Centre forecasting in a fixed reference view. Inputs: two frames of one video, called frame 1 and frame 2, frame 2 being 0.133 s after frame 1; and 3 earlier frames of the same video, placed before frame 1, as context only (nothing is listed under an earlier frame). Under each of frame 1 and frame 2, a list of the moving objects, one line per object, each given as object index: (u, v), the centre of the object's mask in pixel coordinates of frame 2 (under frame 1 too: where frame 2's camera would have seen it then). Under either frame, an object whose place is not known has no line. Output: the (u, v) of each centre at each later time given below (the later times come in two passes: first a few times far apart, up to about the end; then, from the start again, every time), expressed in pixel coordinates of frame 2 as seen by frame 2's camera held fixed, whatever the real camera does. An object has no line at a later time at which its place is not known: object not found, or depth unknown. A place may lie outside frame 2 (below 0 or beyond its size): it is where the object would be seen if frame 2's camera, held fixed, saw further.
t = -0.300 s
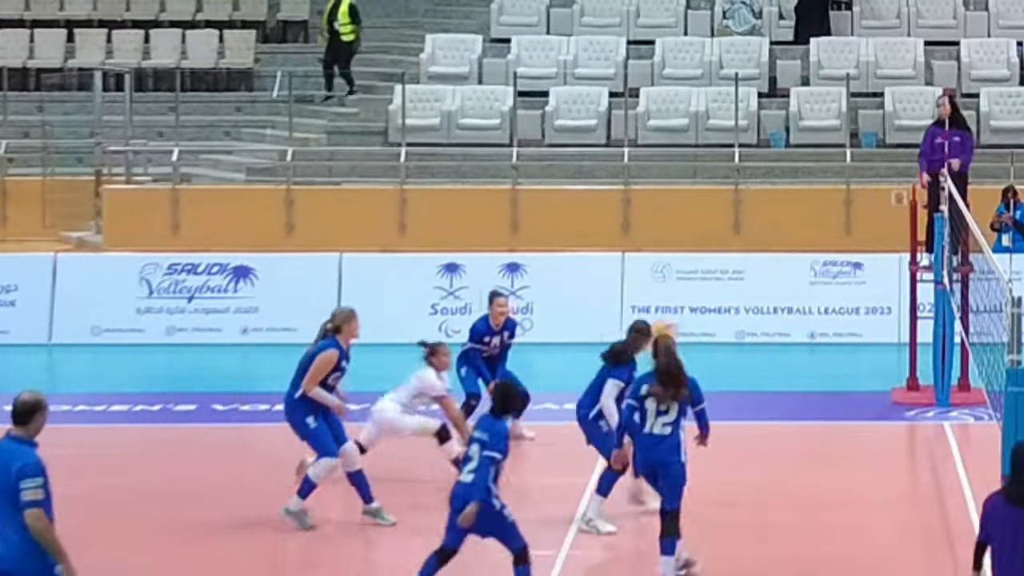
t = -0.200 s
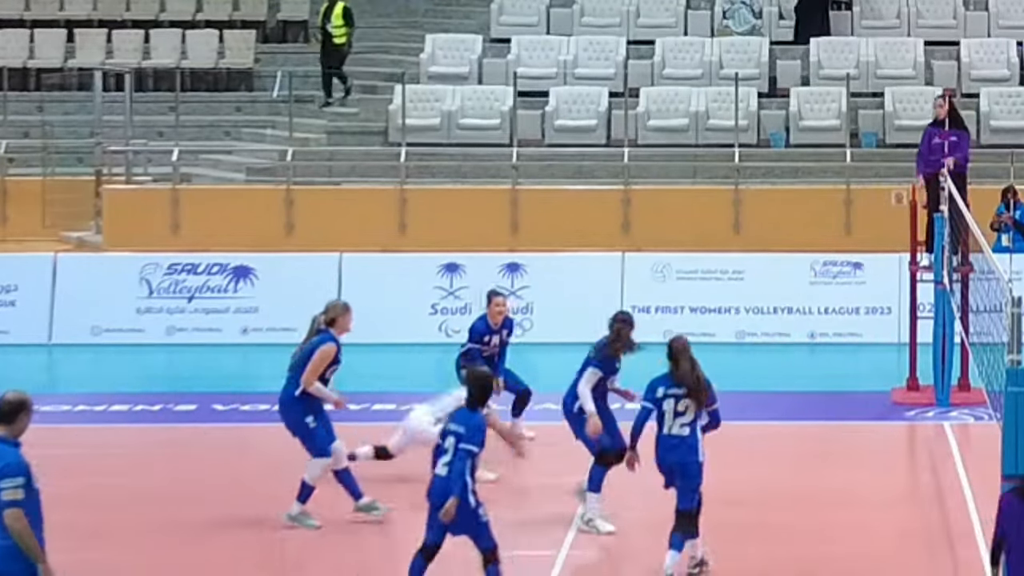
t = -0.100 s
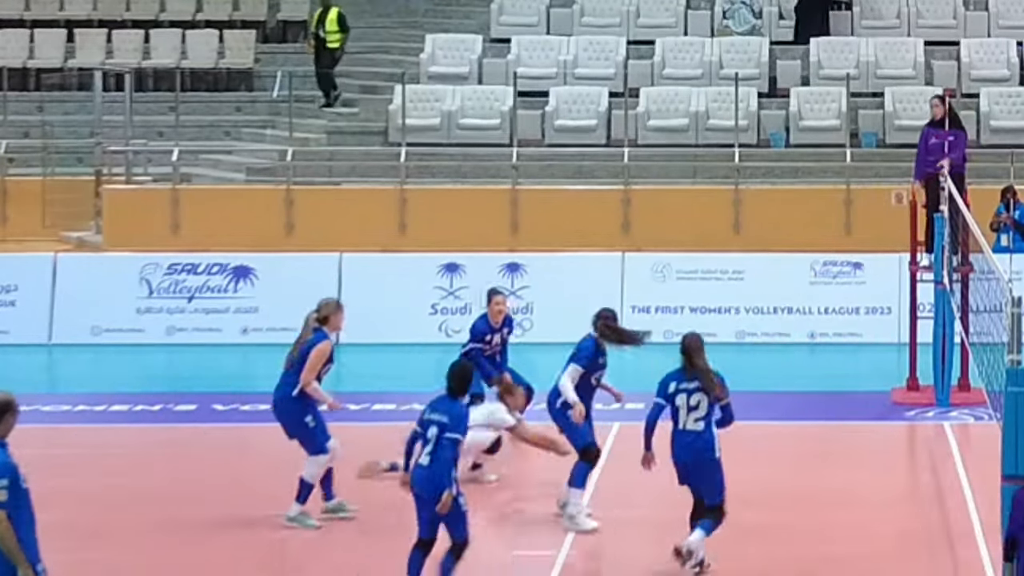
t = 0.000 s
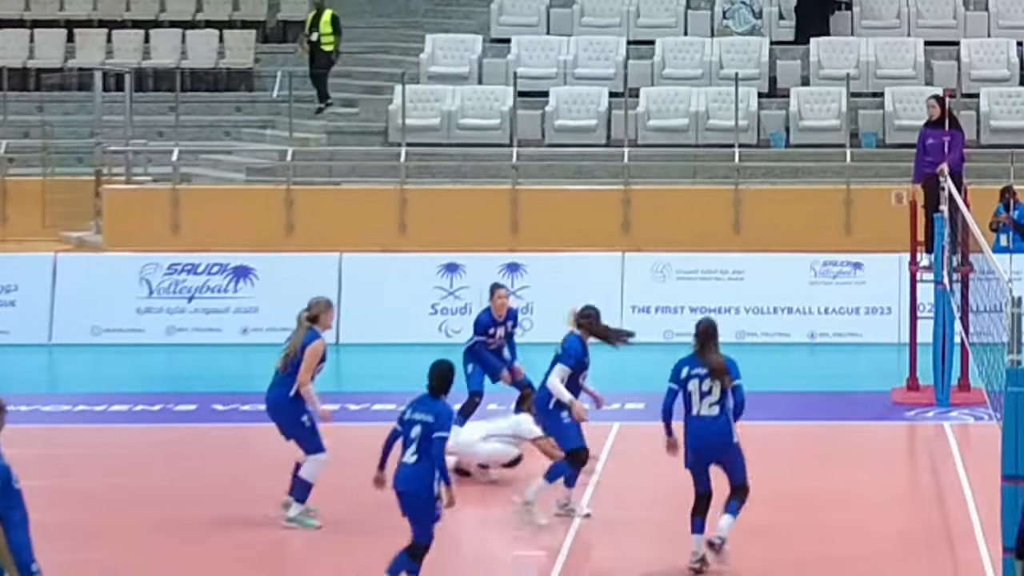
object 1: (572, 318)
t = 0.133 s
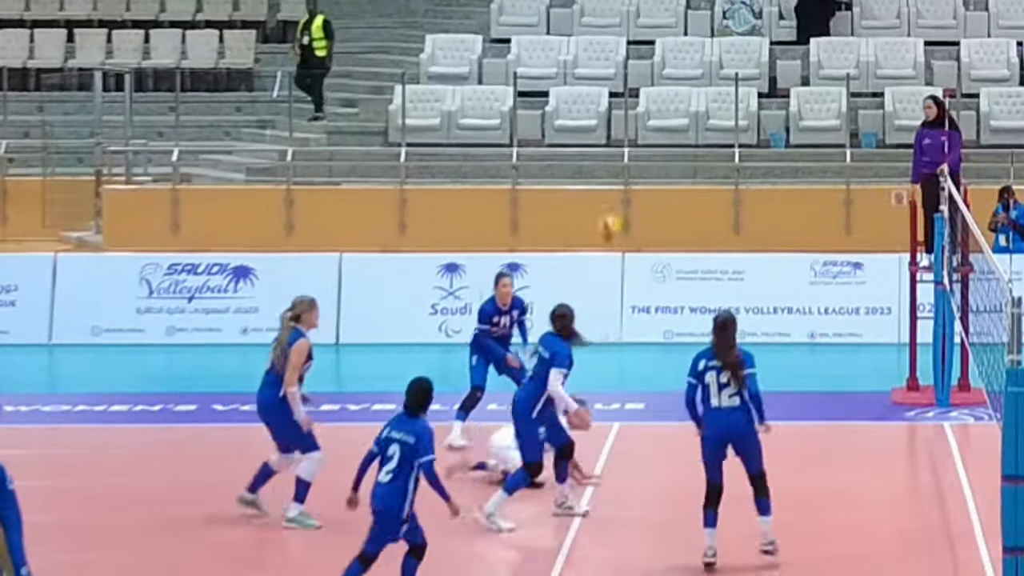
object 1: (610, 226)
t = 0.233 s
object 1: (628, 173)
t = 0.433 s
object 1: (667, 95)
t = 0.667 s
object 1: (710, 68)
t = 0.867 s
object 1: (751, 98)
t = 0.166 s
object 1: (613, 205)
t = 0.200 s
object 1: (621, 190)
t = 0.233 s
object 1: (628, 173)
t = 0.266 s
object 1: (634, 157)
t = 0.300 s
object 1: (640, 142)
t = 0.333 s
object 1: (647, 128)
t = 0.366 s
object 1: (653, 118)
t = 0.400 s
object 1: (661, 107)
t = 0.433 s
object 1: (667, 95)
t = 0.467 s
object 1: (673, 88)
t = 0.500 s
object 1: (679, 83)
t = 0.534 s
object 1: (686, 75)
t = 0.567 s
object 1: (692, 71)
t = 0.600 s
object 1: (698, 69)
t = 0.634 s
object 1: (705, 67)
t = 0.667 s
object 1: (710, 68)
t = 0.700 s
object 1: (718, 69)
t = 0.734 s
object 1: (724, 72)
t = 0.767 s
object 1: (730, 76)
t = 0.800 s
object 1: (736, 83)
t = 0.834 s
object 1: (743, 90)
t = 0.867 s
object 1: (751, 98)
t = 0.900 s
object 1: (756, 111)
